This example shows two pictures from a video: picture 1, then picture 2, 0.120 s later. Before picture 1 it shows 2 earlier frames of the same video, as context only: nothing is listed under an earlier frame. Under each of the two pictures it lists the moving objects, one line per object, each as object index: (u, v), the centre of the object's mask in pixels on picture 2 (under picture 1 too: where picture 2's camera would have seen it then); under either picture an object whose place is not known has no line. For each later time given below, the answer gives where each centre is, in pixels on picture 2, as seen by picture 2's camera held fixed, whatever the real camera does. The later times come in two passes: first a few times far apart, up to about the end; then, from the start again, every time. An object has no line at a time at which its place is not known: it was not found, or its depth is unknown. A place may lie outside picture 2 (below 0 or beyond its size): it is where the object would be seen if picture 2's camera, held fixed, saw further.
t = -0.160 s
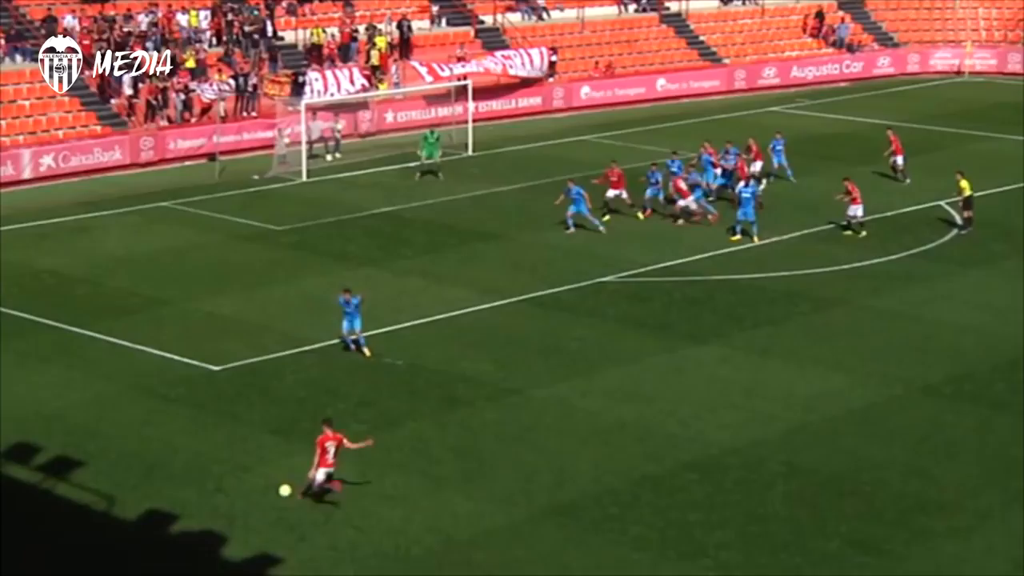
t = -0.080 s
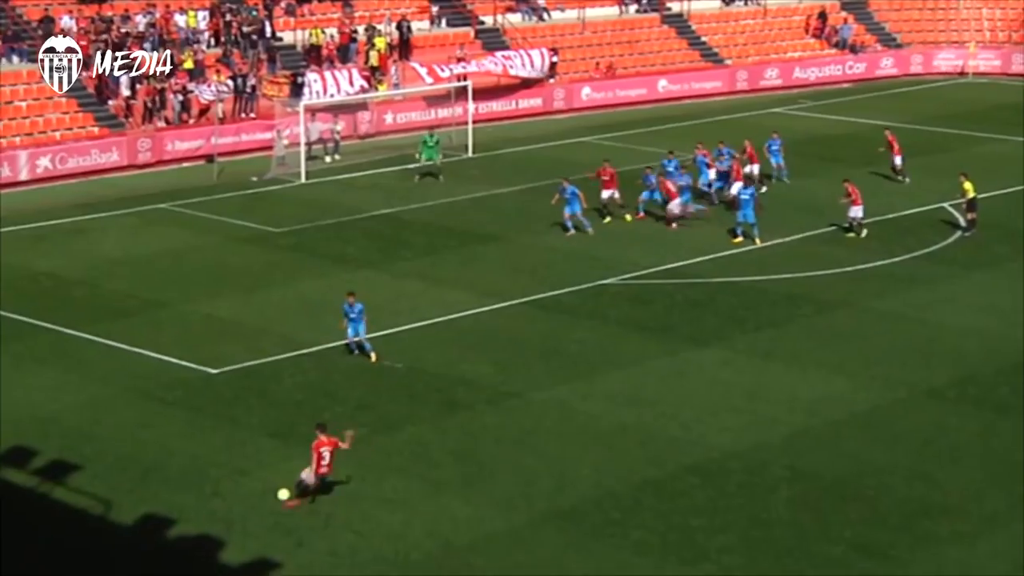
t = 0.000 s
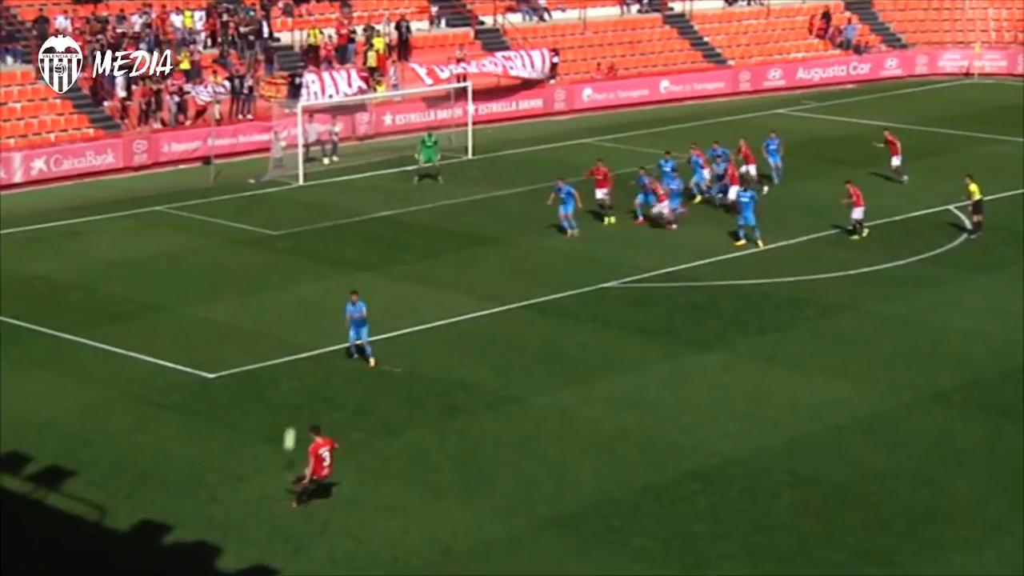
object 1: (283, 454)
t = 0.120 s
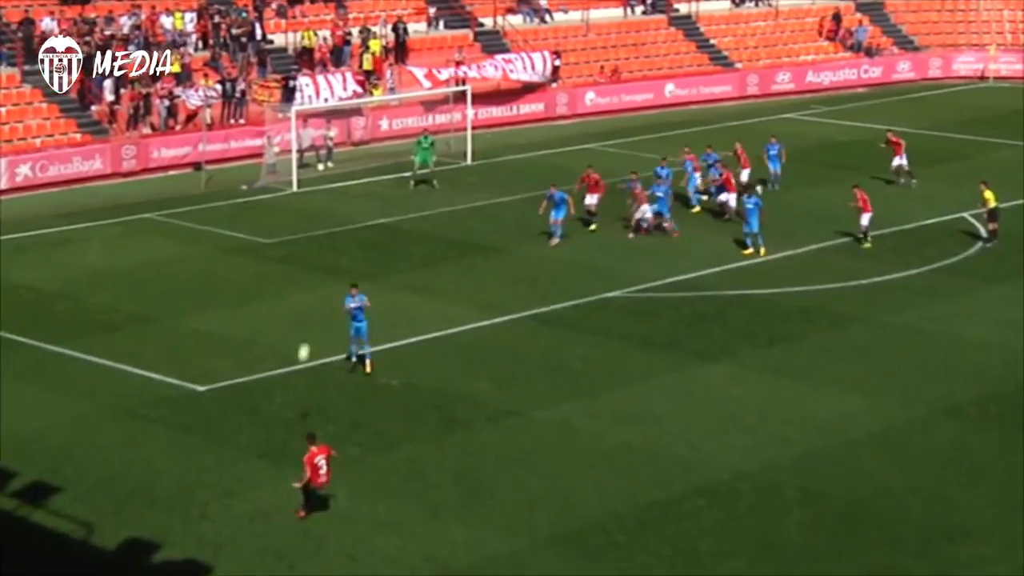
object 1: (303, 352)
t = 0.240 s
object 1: (328, 276)
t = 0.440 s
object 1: (374, 191)
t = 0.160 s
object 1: (311, 324)
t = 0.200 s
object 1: (319, 299)
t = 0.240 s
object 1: (328, 276)
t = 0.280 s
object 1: (336, 255)
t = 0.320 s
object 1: (345, 238)
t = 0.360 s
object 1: (355, 220)
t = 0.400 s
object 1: (364, 205)
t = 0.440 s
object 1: (374, 191)
